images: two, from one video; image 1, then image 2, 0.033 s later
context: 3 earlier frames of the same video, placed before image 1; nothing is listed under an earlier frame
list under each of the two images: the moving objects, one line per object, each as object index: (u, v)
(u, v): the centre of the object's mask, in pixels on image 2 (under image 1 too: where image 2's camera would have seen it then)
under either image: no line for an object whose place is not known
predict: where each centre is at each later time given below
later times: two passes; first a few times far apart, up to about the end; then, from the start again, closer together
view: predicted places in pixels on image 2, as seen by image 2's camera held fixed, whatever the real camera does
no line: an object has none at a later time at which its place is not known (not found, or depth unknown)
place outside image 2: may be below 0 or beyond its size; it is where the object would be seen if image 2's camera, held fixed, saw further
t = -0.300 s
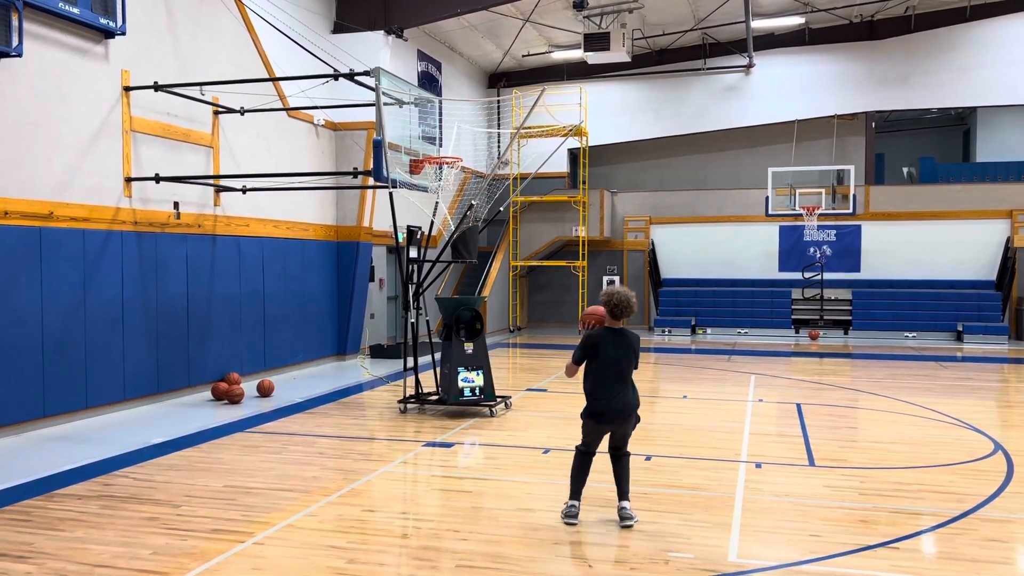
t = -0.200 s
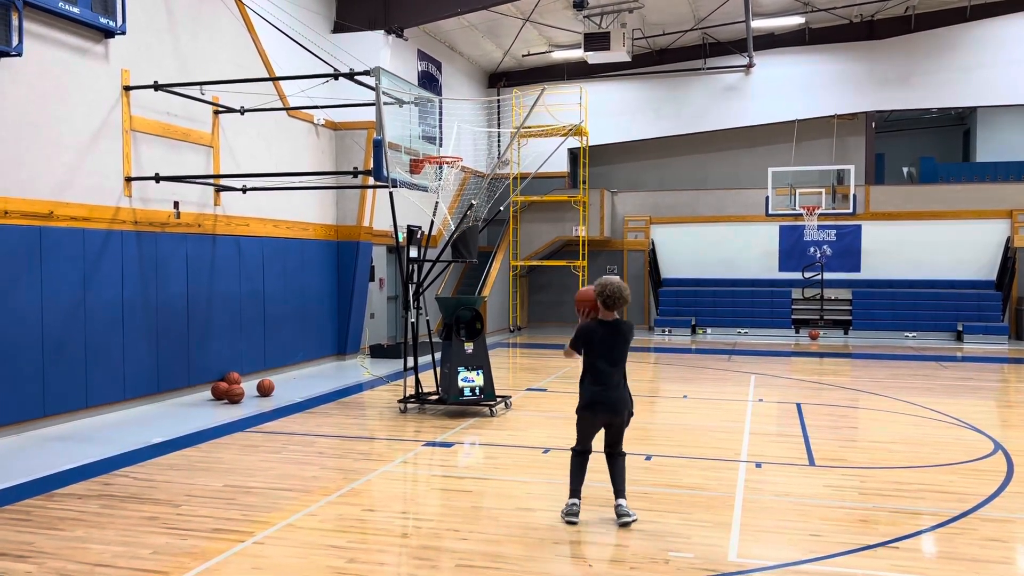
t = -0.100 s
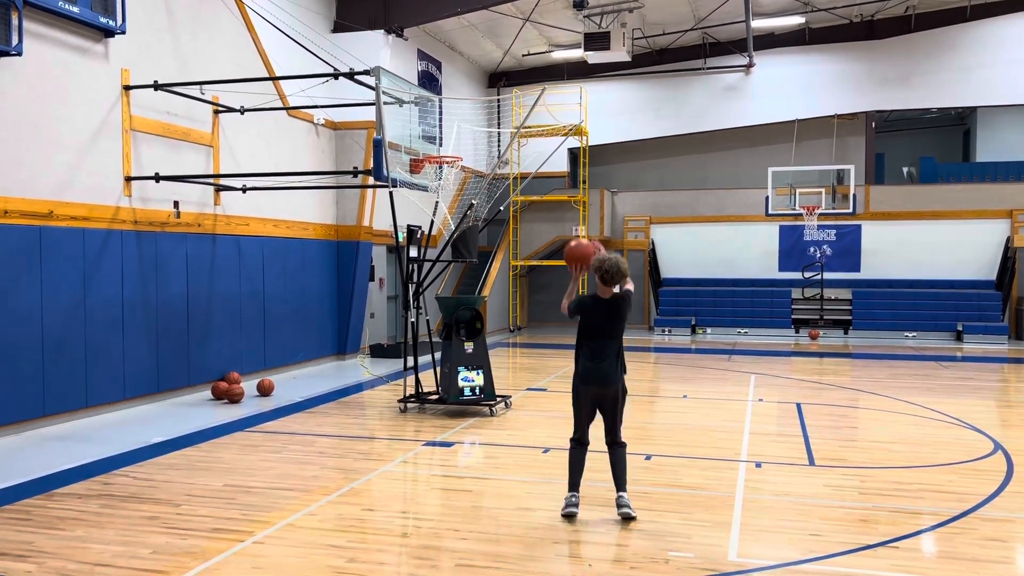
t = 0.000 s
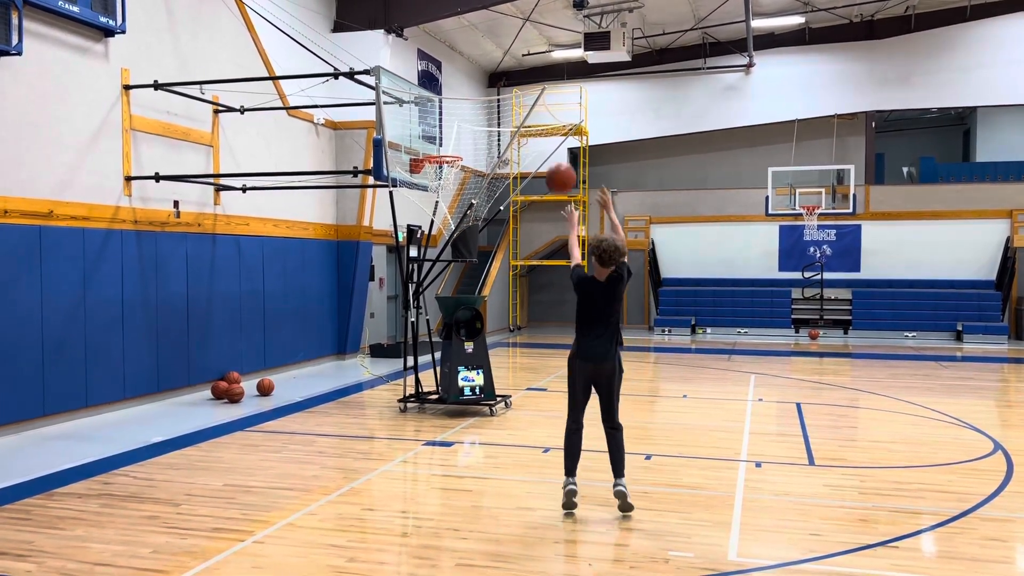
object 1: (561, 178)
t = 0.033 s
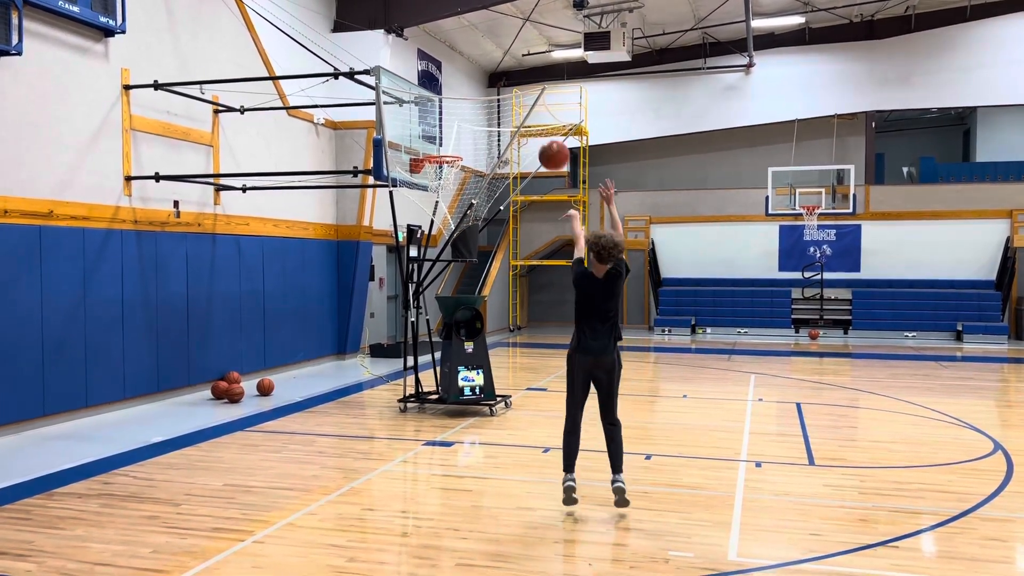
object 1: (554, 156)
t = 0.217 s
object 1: (520, 63)
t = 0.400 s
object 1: (492, 23)
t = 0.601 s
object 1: (467, 25)
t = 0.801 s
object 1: (446, 61)
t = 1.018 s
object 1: (429, 131)
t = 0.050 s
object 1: (550, 144)
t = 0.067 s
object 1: (547, 134)
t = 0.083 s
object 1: (544, 124)
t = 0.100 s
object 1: (541, 114)
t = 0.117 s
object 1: (538, 106)
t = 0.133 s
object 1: (535, 97)
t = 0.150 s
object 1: (532, 89)
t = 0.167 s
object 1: (529, 82)
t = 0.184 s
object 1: (526, 75)
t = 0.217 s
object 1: (520, 63)
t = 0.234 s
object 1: (517, 58)
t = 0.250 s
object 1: (515, 53)
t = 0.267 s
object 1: (512, 48)
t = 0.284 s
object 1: (509, 43)
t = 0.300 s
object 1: (507, 39)
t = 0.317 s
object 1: (504, 36)
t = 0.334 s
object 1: (501, 32)
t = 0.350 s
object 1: (499, 30)
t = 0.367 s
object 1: (497, 27)
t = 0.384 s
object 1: (494, 25)
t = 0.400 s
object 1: (492, 23)
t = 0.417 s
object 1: (490, 22)
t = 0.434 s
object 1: (488, 21)
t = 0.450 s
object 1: (485, 20)
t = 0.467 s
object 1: (483, 19)
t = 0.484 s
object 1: (481, 19)
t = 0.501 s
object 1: (479, 19)
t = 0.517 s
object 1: (477, 19)
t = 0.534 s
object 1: (475, 20)
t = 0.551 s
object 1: (473, 20)
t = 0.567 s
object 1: (471, 21)
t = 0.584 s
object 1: (469, 23)
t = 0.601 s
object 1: (467, 25)
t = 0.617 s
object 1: (466, 27)
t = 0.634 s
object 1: (464, 28)
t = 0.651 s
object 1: (462, 31)
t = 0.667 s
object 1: (460, 33)
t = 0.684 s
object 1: (458, 36)
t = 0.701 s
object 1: (457, 39)
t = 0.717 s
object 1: (455, 42)
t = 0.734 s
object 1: (453, 45)
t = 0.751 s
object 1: (452, 49)
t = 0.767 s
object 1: (450, 52)
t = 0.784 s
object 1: (448, 56)
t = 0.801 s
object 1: (446, 61)
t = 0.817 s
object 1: (445, 65)
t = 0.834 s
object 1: (444, 69)
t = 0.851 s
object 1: (442, 74)
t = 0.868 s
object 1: (441, 79)
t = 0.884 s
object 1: (439, 84)
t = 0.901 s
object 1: (438, 88)
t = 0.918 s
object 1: (437, 94)
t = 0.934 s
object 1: (435, 100)
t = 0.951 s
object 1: (434, 107)
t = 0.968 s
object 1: (432, 111)
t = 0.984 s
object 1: (431, 117)
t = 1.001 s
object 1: (430, 124)
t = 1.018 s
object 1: (429, 131)
